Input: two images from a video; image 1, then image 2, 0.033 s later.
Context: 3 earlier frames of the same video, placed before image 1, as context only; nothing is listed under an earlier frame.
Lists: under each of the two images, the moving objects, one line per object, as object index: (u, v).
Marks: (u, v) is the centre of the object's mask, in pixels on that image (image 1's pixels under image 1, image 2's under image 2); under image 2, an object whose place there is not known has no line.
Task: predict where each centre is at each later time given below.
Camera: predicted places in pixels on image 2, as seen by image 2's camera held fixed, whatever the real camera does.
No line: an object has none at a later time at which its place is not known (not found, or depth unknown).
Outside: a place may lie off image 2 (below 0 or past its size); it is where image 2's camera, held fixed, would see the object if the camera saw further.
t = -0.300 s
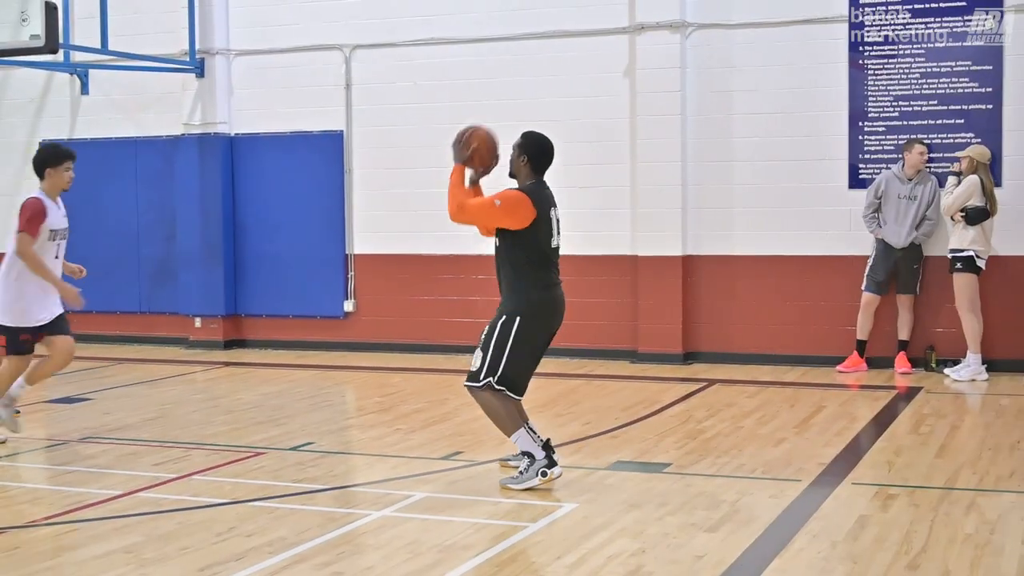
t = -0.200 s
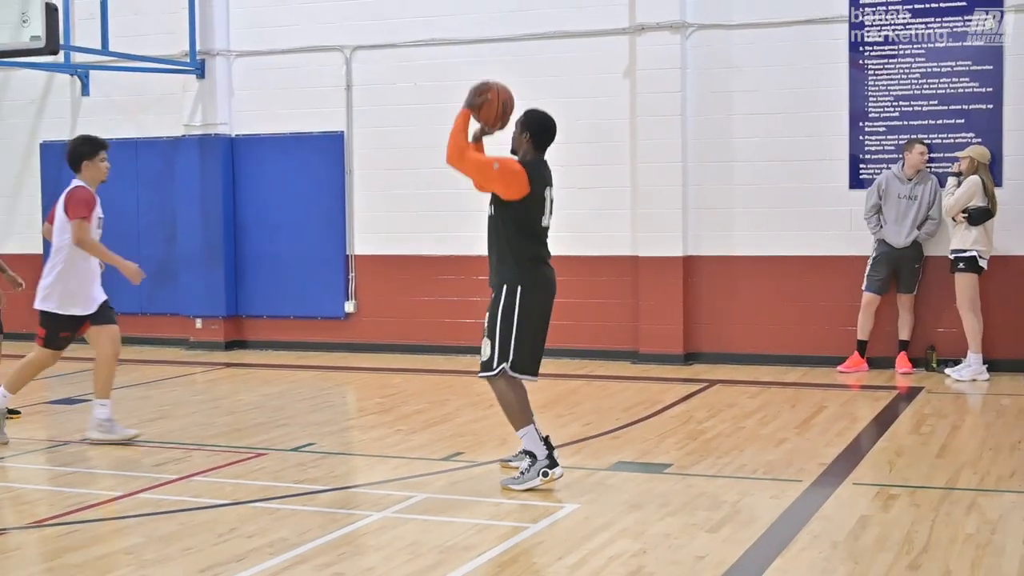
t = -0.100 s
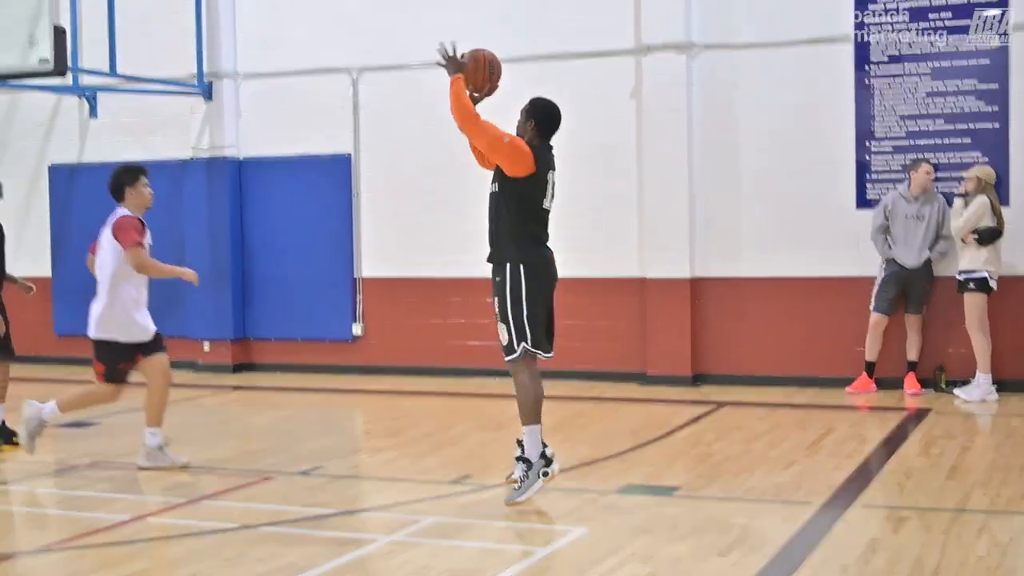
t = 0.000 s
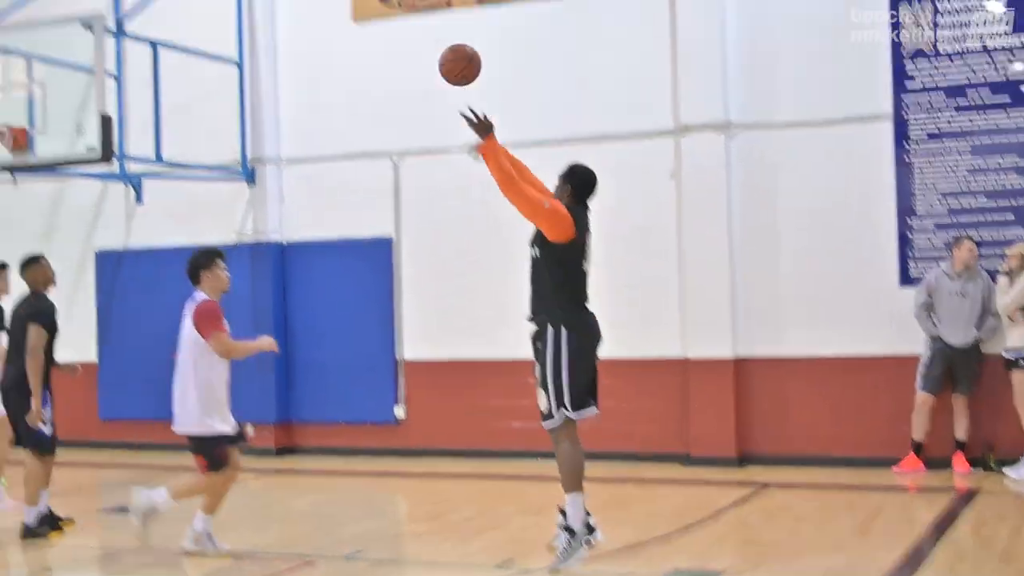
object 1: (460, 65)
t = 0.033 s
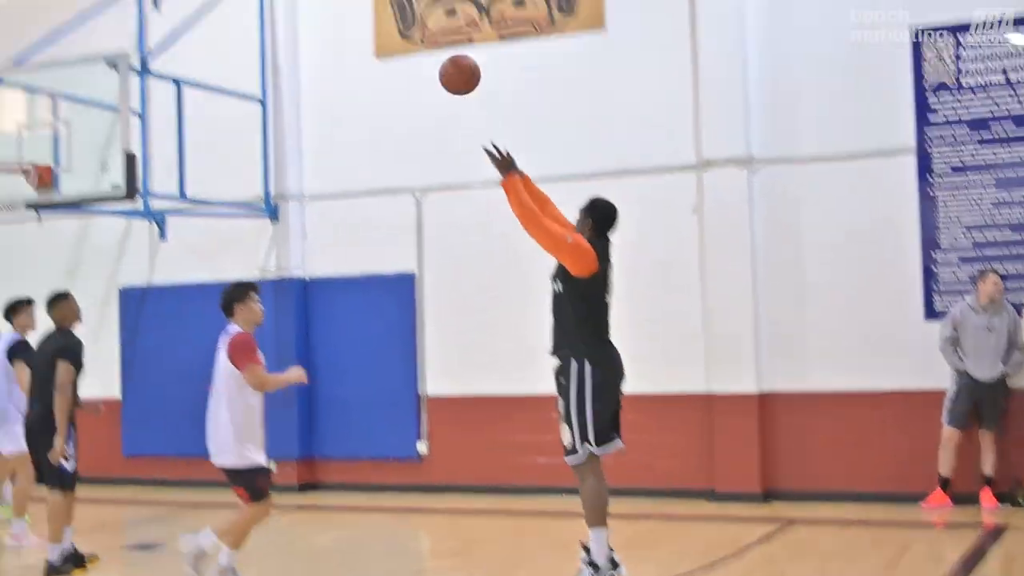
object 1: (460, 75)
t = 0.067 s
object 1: (437, 52)
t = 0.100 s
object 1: (417, 32)
